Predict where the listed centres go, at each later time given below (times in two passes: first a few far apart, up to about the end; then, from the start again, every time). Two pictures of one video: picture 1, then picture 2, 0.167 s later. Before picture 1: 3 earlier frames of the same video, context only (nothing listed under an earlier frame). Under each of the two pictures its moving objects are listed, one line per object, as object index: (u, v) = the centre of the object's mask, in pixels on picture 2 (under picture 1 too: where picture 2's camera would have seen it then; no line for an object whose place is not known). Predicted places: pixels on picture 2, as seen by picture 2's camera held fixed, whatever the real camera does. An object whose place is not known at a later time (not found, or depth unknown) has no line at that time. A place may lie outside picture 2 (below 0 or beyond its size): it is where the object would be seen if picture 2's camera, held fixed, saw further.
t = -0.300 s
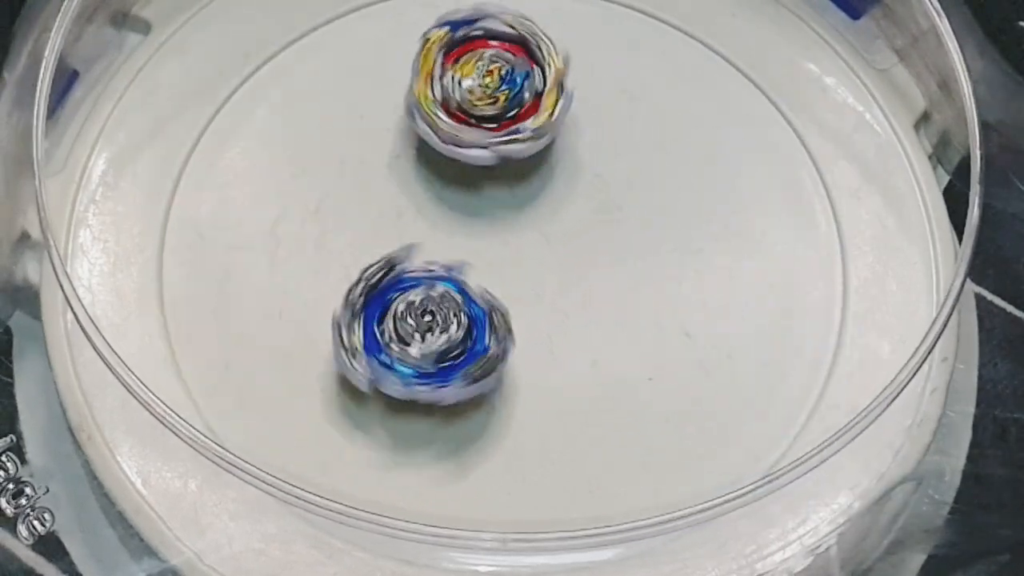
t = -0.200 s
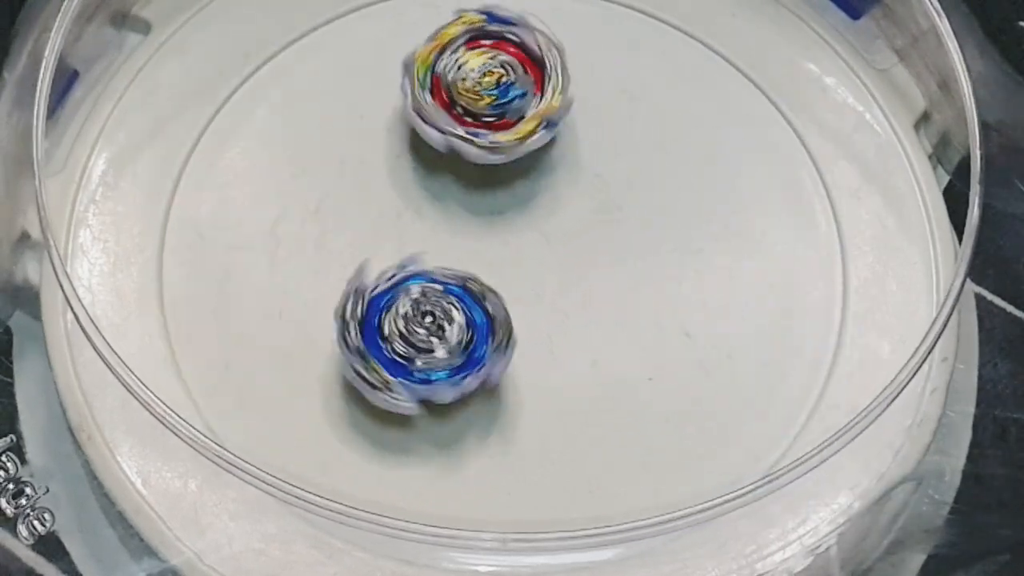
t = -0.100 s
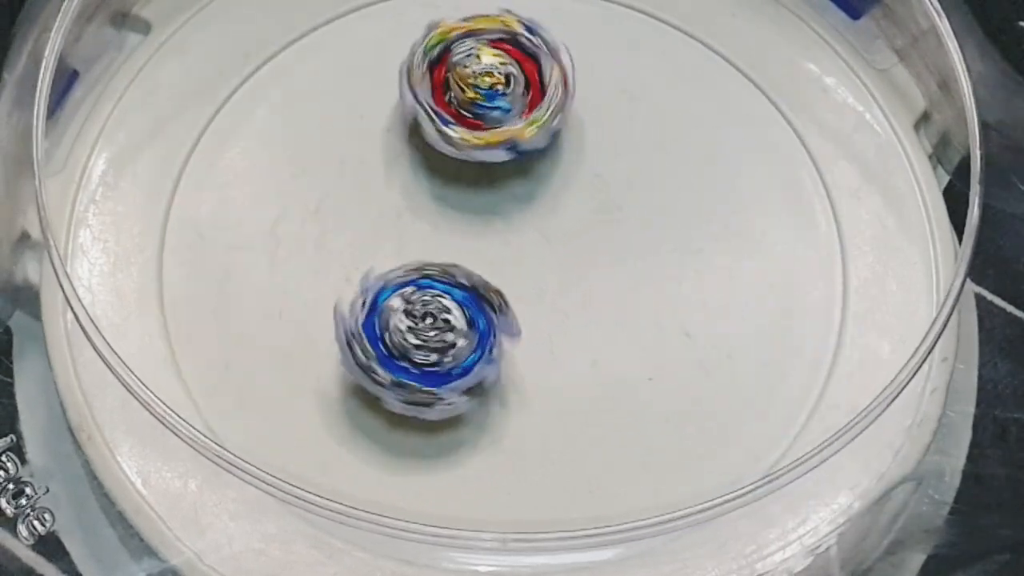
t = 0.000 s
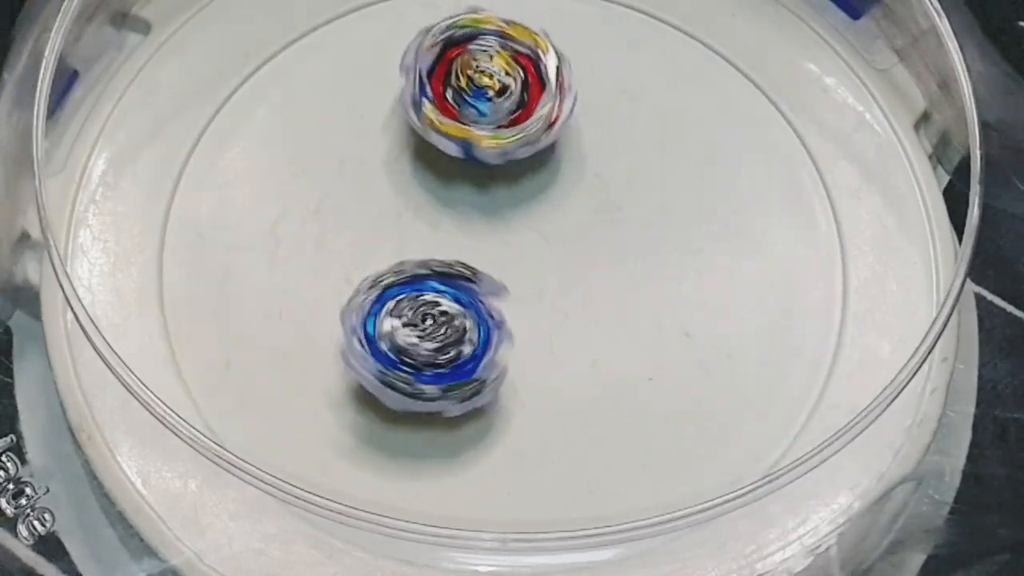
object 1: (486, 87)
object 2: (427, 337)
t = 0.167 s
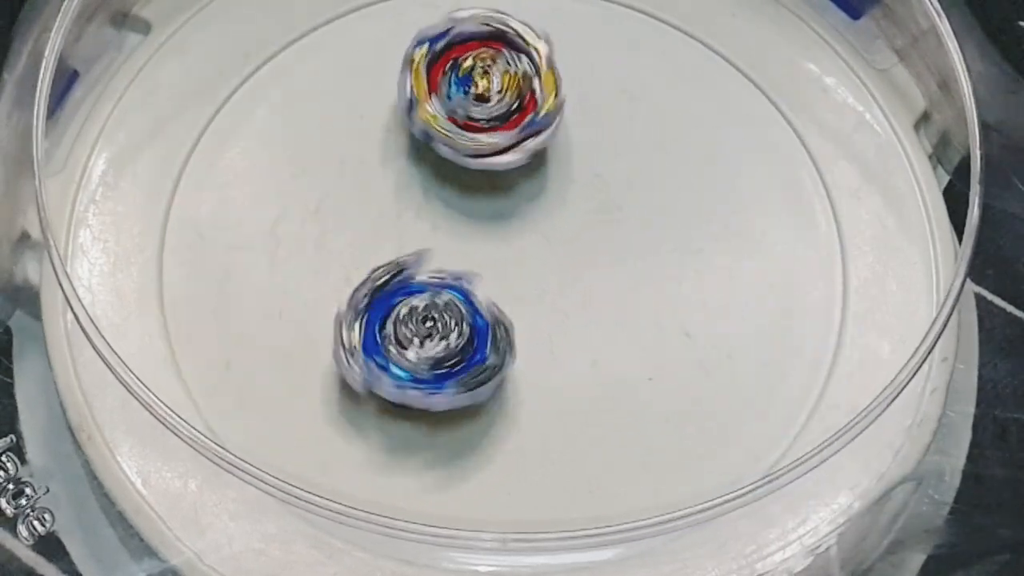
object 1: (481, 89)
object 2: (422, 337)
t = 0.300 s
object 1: (479, 89)
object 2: (422, 343)
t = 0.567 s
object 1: (475, 89)
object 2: (425, 343)
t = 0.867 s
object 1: (472, 90)
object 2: (426, 351)
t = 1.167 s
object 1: (468, 94)
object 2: (422, 352)
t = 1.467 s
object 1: (462, 95)
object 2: (427, 357)
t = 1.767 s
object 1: (458, 97)
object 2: (422, 362)
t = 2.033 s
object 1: (457, 100)
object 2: (423, 362)
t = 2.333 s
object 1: (451, 106)
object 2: (421, 369)
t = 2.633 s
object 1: (446, 108)
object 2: (418, 369)
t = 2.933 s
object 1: (444, 111)
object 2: (421, 372)
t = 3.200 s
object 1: (443, 116)
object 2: (414, 375)
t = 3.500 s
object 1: (438, 121)
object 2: (416, 374)
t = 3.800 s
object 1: (435, 125)
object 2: (415, 379)
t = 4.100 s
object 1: (436, 130)
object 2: (408, 377)
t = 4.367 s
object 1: (434, 137)
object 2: (412, 379)
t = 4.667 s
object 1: (443, 202)
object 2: (410, 359)
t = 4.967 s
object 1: (577, 163)
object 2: (510, 353)
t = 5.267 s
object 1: (513, 156)
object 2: (621, 364)
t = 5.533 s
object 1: (369, 67)
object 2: (674, 452)
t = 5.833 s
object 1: (294, 148)
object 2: (538, 422)
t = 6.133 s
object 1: (335, 176)
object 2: (618, 257)
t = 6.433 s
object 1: (398, 173)
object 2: (646, 139)
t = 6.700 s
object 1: (475, 167)
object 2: (673, 63)
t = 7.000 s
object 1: (433, 309)
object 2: (650, 86)
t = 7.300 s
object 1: (376, 439)
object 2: (650, 109)
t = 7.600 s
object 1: (398, 366)
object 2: (503, 199)
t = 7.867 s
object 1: (328, 322)
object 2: (452, 198)
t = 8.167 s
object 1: (355, 299)
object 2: (505, 202)
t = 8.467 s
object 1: (412, 206)
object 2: (584, 267)
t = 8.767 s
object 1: (458, 123)
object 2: (491, 284)
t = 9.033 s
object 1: (482, 71)
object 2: (457, 241)
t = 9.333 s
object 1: (494, 108)
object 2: (464, 286)
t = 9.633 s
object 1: (590, 126)
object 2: (444, 323)
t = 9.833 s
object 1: (627, 165)
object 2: (480, 277)
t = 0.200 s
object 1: (481, 89)
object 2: (421, 339)
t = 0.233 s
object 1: (480, 89)
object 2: (421, 340)
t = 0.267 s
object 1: (480, 89)
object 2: (422, 341)
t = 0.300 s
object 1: (479, 89)
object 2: (422, 343)
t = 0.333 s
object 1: (479, 89)
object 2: (423, 343)
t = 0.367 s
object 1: (478, 89)
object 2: (424, 344)
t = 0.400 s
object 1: (477, 89)
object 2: (425, 344)
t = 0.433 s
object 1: (477, 89)
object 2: (426, 345)
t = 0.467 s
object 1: (476, 89)
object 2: (426, 344)
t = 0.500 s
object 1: (475, 89)
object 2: (427, 344)
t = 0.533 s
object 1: (475, 89)
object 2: (426, 344)
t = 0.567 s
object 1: (475, 89)
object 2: (425, 343)
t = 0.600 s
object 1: (474, 89)
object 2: (424, 344)
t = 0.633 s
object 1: (474, 89)
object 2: (423, 345)
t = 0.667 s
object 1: (473, 89)
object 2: (423, 346)
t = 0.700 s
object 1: (473, 89)
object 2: (422, 347)
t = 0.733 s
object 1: (472, 90)
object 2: (423, 348)
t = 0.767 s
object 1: (471, 90)
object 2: (423, 349)
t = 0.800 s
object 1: (471, 90)
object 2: (424, 350)
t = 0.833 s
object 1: (471, 90)
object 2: (425, 351)
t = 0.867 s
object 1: (472, 90)
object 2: (426, 351)
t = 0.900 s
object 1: (471, 90)
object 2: (426, 351)
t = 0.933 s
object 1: (471, 90)
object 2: (427, 351)
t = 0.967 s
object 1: (472, 91)
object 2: (428, 351)
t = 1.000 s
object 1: (471, 91)
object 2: (427, 350)
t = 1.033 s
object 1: (470, 92)
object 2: (426, 350)
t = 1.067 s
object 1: (470, 92)
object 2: (426, 349)
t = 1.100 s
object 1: (470, 93)
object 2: (424, 350)
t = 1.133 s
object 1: (469, 93)
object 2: (423, 350)
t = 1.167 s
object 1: (468, 94)
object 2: (422, 352)
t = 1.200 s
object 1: (467, 95)
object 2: (422, 353)
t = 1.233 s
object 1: (466, 95)
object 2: (422, 354)
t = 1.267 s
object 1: (465, 95)
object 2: (423, 356)
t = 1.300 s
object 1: (465, 95)
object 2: (423, 356)
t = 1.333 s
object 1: (464, 95)
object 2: (424, 357)
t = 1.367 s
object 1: (463, 95)
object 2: (424, 357)
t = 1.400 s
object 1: (463, 95)
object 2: (425, 358)
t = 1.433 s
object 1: (463, 95)
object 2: (426, 358)
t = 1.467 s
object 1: (462, 95)
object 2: (427, 357)
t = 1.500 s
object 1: (462, 96)
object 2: (426, 357)
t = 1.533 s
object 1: (460, 96)
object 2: (425, 357)
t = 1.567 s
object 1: (460, 96)
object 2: (424, 357)
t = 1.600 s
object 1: (460, 96)
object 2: (423, 357)
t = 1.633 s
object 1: (459, 96)
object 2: (422, 358)
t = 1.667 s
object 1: (459, 96)
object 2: (422, 359)
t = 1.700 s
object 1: (458, 97)
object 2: (421, 360)
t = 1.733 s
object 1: (458, 97)
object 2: (422, 361)
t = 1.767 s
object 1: (458, 97)
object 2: (422, 362)
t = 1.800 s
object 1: (457, 97)
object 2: (424, 363)
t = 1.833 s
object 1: (457, 97)
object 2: (424, 363)
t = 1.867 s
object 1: (456, 98)
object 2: (425, 363)
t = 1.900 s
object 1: (457, 98)
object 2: (425, 363)
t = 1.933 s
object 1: (457, 98)
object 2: (425, 363)
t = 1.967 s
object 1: (457, 99)
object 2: (425, 362)
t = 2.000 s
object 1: (457, 99)
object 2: (424, 362)
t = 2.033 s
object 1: (457, 100)
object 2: (423, 362)
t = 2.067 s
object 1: (456, 100)
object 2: (422, 362)
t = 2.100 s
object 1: (456, 101)
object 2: (421, 362)
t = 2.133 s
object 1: (456, 102)
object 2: (420, 364)
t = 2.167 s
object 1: (455, 103)
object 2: (419, 365)
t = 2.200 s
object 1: (454, 103)
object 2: (420, 366)
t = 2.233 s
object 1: (453, 104)
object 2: (420, 367)
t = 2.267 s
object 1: (452, 105)
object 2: (420, 367)
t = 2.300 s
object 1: (452, 105)
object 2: (421, 368)
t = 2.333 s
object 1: (451, 106)
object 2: (421, 369)
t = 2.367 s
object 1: (450, 106)
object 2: (422, 369)
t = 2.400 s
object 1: (450, 106)
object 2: (423, 368)
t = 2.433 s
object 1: (449, 106)
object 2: (423, 368)
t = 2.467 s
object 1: (449, 106)
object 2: (423, 367)
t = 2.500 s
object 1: (448, 106)
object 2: (422, 367)
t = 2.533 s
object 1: (448, 107)
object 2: (421, 367)
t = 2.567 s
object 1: (448, 107)
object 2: (420, 367)
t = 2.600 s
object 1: (446, 108)
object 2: (419, 368)
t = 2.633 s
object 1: (446, 108)
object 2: (418, 369)
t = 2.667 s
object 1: (446, 108)
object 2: (418, 370)
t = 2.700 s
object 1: (446, 109)
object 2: (418, 371)
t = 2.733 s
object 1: (445, 109)
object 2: (418, 372)
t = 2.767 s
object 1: (445, 109)
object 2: (419, 373)
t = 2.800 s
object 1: (444, 110)
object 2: (419, 373)
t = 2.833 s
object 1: (444, 110)
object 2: (420, 373)
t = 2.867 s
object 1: (444, 110)
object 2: (421, 373)
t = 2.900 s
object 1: (444, 111)
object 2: (421, 372)
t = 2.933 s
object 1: (444, 111)
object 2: (421, 372)
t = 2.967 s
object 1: (444, 111)
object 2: (420, 371)
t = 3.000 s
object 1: (443, 112)
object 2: (419, 370)
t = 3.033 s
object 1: (444, 112)
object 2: (418, 370)
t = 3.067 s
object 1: (444, 113)
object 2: (416, 371)
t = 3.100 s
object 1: (444, 114)
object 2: (415, 372)
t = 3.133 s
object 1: (443, 114)
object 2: (415, 373)
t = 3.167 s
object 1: (443, 115)
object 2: (414, 374)
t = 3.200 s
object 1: (443, 116)
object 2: (414, 375)
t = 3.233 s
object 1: (442, 117)
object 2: (415, 376)
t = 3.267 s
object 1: (442, 118)
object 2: (416, 377)
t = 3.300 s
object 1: (441, 119)
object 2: (416, 377)
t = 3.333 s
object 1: (441, 119)
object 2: (417, 377)
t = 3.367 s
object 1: (439, 120)
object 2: (418, 376)
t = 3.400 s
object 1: (439, 121)
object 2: (418, 376)
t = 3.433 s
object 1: (439, 121)
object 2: (418, 375)
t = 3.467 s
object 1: (438, 121)
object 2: (417, 375)
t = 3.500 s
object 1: (438, 121)
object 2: (416, 374)
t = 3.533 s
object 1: (438, 121)
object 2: (414, 374)
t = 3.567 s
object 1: (437, 122)
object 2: (413, 375)
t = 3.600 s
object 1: (437, 123)
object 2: (412, 376)
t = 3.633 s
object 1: (436, 123)
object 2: (412, 377)
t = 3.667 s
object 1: (436, 123)
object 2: (412, 378)
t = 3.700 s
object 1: (436, 124)
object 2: (412, 379)
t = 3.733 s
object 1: (436, 124)
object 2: (413, 379)
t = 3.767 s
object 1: (435, 125)
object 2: (414, 379)
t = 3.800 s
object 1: (435, 125)
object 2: (415, 379)
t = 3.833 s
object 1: (435, 126)
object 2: (415, 379)
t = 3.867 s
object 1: (435, 126)
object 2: (415, 378)
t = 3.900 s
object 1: (435, 127)
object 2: (415, 377)
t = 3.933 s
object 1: (435, 127)
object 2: (415, 376)
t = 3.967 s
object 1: (434, 127)
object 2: (414, 376)
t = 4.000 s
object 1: (434, 128)
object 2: (412, 375)
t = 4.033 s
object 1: (435, 128)
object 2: (410, 376)
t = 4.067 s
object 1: (435, 129)
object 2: (409, 376)
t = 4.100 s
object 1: (436, 130)
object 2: (408, 377)
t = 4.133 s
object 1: (436, 131)
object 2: (408, 378)
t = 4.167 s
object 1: (436, 132)
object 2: (408, 379)
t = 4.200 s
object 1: (435, 132)
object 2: (408, 380)
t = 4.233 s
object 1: (436, 133)
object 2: (409, 381)
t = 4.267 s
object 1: (435, 134)
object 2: (409, 381)
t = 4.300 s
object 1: (435, 135)
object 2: (411, 380)
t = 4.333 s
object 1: (434, 136)
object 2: (412, 380)
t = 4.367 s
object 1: (434, 137)
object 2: (412, 379)
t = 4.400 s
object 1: (432, 138)
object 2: (412, 378)
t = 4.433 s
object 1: (433, 138)
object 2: (411, 377)
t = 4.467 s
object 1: (432, 139)
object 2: (411, 377)
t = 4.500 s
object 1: (432, 139)
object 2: (409, 376)
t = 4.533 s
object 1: (432, 140)
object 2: (408, 376)
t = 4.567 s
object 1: (432, 140)
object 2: (407, 377)
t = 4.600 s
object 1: (432, 158)
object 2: (408, 373)
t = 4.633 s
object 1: (435, 180)
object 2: (407, 365)
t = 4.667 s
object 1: (443, 202)
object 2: (410, 359)
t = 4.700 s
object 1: (457, 205)
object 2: (414, 371)
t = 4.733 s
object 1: (475, 206)
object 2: (423, 378)
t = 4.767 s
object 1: (492, 205)
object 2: (432, 377)
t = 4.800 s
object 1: (511, 203)
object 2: (442, 374)
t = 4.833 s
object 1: (528, 199)
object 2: (454, 368)
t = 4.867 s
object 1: (545, 193)
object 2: (465, 363)
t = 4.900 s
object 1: (559, 184)
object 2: (478, 358)
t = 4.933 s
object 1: (570, 174)
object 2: (493, 355)
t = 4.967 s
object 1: (577, 163)
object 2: (510, 353)
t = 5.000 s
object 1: (581, 152)
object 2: (530, 352)
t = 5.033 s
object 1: (580, 140)
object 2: (551, 349)
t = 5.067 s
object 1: (574, 131)
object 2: (570, 348)
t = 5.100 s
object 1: (566, 125)
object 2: (588, 349)
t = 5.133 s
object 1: (555, 122)
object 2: (603, 351)
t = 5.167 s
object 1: (543, 124)
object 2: (615, 355)
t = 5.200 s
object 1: (532, 131)
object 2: (623, 358)
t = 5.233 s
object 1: (522, 141)
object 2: (625, 363)
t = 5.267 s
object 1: (513, 156)
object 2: (621, 364)
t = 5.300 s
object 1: (507, 171)
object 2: (613, 361)
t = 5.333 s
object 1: (505, 190)
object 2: (607, 356)
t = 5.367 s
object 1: (507, 207)
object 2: (600, 346)
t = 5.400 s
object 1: (476, 165)
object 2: (638, 385)
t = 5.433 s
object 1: (444, 132)
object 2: (666, 417)
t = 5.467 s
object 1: (411, 101)
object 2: (678, 435)
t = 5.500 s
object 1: (388, 78)
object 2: (678, 445)
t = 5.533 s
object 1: (369, 67)
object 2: (674, 452)
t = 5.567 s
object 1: (354, 64)
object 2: (672, 459)
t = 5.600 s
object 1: (342, 65)
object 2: (675, 489)
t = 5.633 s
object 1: (330, 69)
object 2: (659, 488)
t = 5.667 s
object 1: (321, 75)
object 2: (644, 493)
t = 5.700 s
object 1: (313, 84)
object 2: (614, 476)
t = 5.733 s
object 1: (306, 97)
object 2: (590, 473)
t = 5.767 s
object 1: (298, 111)
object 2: (569, 465)
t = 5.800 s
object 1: (294, 128)
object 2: (550, 448)
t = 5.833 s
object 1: (294, 148)
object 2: (538, 422)
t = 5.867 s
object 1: (302, 168)
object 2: (531, 396)
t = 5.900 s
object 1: (318, 188)
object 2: (526, 371)
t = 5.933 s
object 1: (337, 206)
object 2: (522, 346)
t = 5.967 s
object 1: (362, 223)
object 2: (521, 323)
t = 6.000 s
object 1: (366, 219)
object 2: (536, 309)
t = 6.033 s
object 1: (354, 204)
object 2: (570, 304)
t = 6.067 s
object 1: (349, 192)
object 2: (594, 293)
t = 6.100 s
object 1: (342, 183)
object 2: (609, 276)
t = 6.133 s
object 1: (335, 176)
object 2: (618, 257)
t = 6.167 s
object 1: (334, 172)
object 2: (626, 241)
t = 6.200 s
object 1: (331, 170)
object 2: (629, 228)
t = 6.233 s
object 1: (331, 169)
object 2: (631, 214)
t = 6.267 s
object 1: (336, 169)
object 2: (633, 200)
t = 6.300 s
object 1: (344, 168)
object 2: (636, 185)
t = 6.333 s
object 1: (353, 170)
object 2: (640, 170)
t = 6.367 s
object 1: (365, 172)
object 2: (644, 158)
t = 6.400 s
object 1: (381, 173)
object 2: (647, 149)
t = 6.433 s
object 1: (398, 173)
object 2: (646, 139)
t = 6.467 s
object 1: (415, 173)
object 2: (646, 129)
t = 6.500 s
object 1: (434, 170)
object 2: (646, 117)
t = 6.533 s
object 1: (452, 164)
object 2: (646, 107)
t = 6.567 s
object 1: (467, 161)
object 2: (647, 99)
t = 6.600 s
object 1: (484, 155)
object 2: (642, 92)
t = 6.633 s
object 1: (486, 154)
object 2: (648, 76)
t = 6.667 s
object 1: (479, 161)
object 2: (661, 64)
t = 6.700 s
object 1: (475, 167)
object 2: (673, 63)
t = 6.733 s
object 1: (472, 174)
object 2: (681, 64)
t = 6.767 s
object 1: (470, 183)
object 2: (685, 66)
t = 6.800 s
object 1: (473, 191)
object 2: (682, 75)
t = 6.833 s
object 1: (474, 201)
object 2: (676, 90)
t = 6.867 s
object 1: (477, 212)
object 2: (662, 104)
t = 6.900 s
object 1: (487, 221)
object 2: (645, 117)
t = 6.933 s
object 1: (497, 229)
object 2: (628, 129)
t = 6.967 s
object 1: (473, 260)
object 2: (635, 115)
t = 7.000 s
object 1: (433, 309)
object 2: (650, 86)
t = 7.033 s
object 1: (397, 352)
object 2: (663, 71)
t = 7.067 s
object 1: (371, 382)
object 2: (669, 63)
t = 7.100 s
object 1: (350, 407)
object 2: (681, 63)
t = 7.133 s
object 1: (346, 421)
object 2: (685, 62)
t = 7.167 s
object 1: (348, 427)
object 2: (690, 66)
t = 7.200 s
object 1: (354, 434)
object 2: (686, 72)
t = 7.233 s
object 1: (362, 435)
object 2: (679, 80)
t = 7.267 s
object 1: (366, 440)
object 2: (667, 97)
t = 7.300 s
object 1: (376, 439)
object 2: (650, 109)
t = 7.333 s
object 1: (382, 441)
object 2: (635, 123)
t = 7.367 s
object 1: (387, 437)
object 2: (617, 133)
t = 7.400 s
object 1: (390, 435)
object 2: (604, 142)
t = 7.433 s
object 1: (393, 431)
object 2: (586, 153)
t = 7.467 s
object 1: (397, 424)
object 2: (571, 162)
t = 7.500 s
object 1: (396, 410)
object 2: (553, 173)
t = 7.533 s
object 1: (396, 398)
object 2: (537, 180)
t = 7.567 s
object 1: (395, 383)
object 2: (523, 192)
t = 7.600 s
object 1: (398, 366)
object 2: (503, 199)
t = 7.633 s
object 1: (394, 345)
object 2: (489, 210)
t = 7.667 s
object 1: (382, 338)
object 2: (477, 208)
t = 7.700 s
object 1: (367, 340)
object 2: (480, 196)
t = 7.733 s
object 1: (358, 335)
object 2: (473, 192)
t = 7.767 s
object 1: (345, 329)
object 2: (470, 192)
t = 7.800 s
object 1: (339, 326)
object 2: (459, 195)
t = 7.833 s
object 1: (338, 321)
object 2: (454, 205)
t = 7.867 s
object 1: (328, 322)
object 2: (452, 198)
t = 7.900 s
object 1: (318, 325)
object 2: (452, 199)
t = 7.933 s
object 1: (317, 327)
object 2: (451, 197)
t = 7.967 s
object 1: (323, 325)
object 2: (449, 205)
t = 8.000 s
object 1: (323, 321)
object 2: (449, 209)
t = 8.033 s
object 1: (325, 321)
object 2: (455, 206)
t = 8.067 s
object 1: (332, 319)
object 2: (470, 204)
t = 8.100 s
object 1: (340, 308)
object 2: (477, 201)
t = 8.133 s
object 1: (349, 303)
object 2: (488, 207)
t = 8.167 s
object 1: (355, 299)
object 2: (505, 202)
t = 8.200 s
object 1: (366, 290)
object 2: (521, 206)
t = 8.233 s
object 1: (371, 285)
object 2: (538, 208)
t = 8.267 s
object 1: (376, 277)
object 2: (546, 210)
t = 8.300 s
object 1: (385, 264)
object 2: (561, 220)
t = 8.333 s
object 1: (388, 253)
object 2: (571, 225)
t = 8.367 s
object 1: (394, 241)
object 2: (574, 235)
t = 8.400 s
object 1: (402, 229)
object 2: (585, 244)
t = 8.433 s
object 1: (405, 217)
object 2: (584, 254)
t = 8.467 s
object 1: (412, 206)
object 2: (584, 267)
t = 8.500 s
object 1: (420, 196)
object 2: (583, 272)
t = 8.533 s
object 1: (422, 184)
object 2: (574, 284)
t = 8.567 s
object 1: (428, 174)
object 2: (565, 292)
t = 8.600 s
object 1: (435, 166)
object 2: (553, 292)
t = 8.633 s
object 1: (439, 155)
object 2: (539, 297)
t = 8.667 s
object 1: (444, 147)
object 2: (527, 298)
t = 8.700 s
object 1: (451, 139)
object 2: (512, 293)
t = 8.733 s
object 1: (455, 129)
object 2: (501, 292)
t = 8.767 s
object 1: (458, 123)
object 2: (491, 284)
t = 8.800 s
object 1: (465, 116)
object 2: (477, 275)
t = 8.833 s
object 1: (468, 102)
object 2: (471, 275)
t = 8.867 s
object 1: (471, 95)
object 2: (463, 266)
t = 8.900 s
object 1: (476, 89)
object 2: (452, 260)
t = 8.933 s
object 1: (474, 83)
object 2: (454, 253)
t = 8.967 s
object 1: (476, 80)
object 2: (453, 241)
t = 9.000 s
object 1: (481, 79)
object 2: (450, 238)
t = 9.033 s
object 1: (482, 71)
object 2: (457, 241)
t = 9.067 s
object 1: (483, 64)
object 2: (457, 247)
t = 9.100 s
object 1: (487, 59)
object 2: (456, 258)
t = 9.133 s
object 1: (486, 59)
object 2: (462, 264)
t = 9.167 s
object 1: (483, 63)
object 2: (461, 270)
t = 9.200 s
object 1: (483, 64)
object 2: (458, 275)
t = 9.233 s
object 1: (482, 68)
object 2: (463, 278)
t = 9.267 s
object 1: (486, 79)
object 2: (464, 280)
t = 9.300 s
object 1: (489, 92)
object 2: (460, 282)
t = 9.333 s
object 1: (494, 108)
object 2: (464, 286)
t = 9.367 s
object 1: (503, 124)
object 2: (467, 284)
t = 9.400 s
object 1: (515, 127)
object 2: (465, 289)
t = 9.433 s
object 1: (526, 123)
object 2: (462, 311)
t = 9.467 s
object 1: (538, 121)
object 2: (459, 323)
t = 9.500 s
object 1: (548, 119)
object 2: (456, 327)
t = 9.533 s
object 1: (560, 121)
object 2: (449, 330)
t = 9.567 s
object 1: (573, 120)
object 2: (443, 330)
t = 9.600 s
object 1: (579, 124)
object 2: (444, 329)
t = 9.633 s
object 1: (590, 126)
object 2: (444, 323)
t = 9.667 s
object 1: (598, 130)
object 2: (443, 314)
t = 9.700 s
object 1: (607, 137)
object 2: (446, 310)
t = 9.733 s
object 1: (614, 142)
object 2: (452, 304)
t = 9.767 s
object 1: (618, 151)
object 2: (465, 293)
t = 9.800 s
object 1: (625, 157)
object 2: (472, 284)
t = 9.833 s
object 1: (627, 165)
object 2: (480, 277)
